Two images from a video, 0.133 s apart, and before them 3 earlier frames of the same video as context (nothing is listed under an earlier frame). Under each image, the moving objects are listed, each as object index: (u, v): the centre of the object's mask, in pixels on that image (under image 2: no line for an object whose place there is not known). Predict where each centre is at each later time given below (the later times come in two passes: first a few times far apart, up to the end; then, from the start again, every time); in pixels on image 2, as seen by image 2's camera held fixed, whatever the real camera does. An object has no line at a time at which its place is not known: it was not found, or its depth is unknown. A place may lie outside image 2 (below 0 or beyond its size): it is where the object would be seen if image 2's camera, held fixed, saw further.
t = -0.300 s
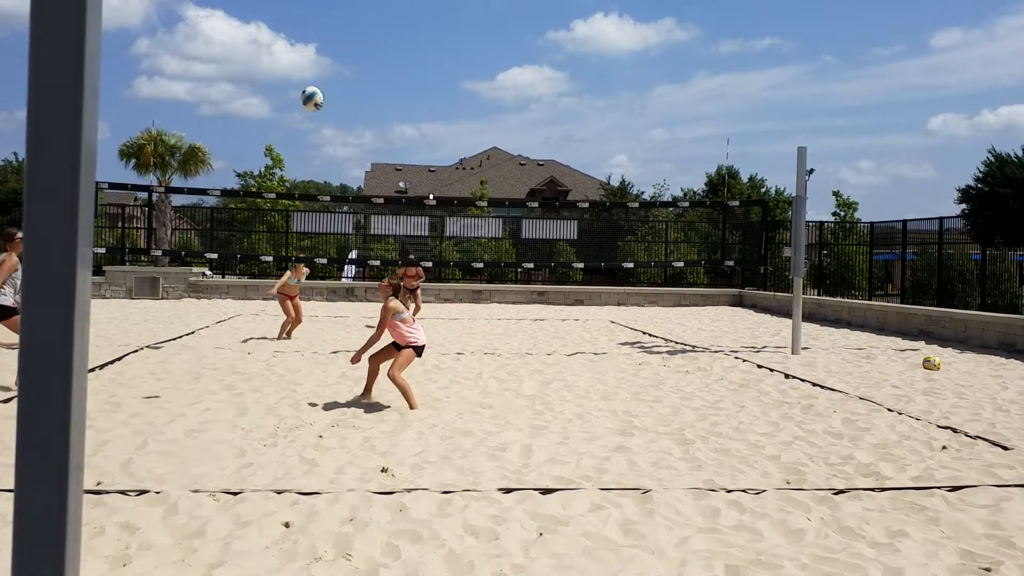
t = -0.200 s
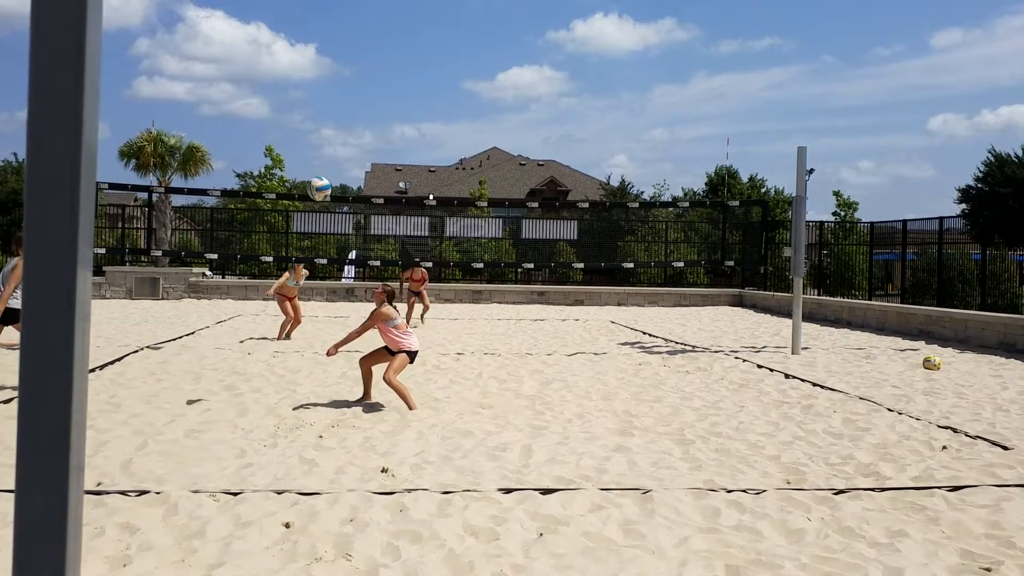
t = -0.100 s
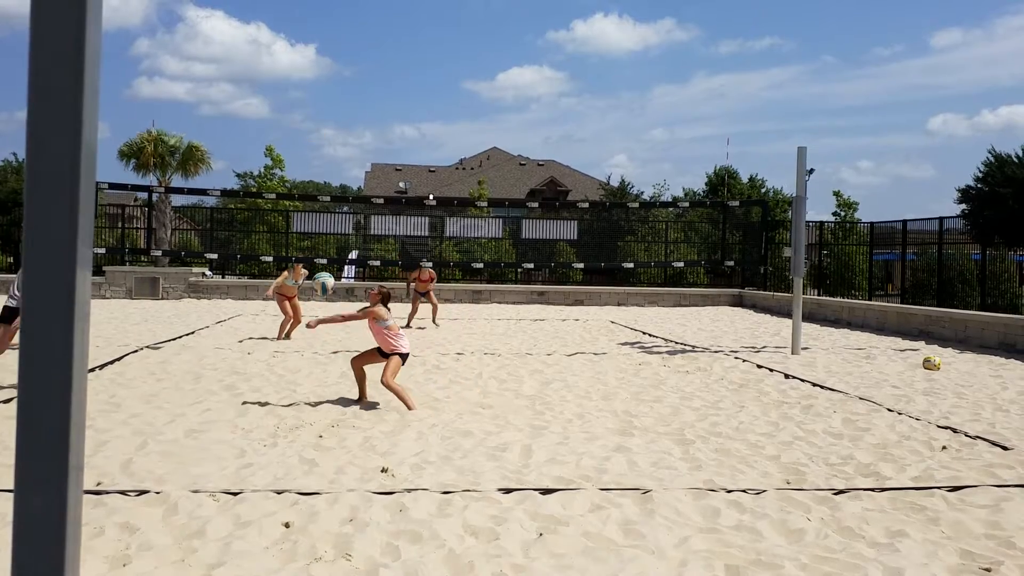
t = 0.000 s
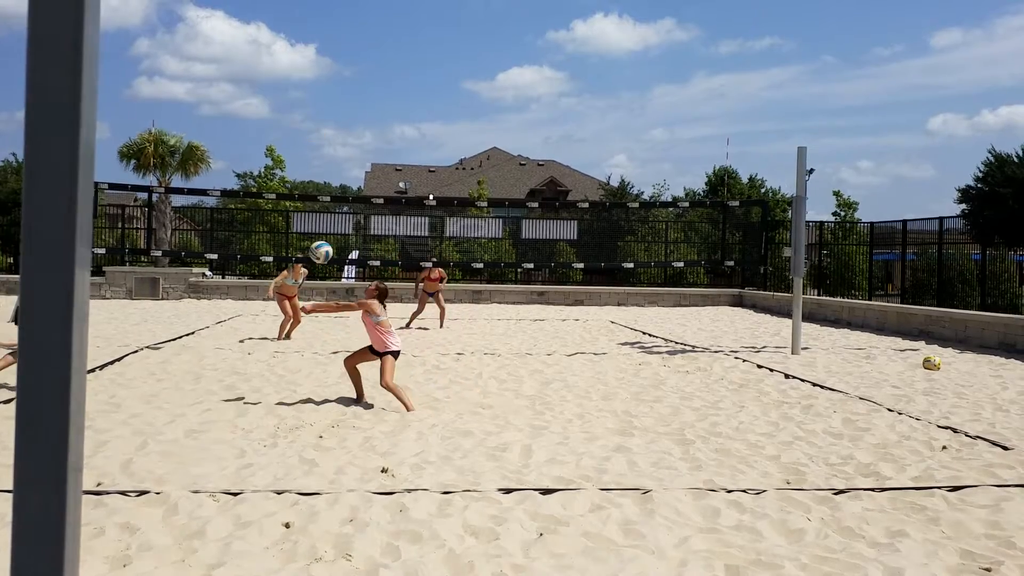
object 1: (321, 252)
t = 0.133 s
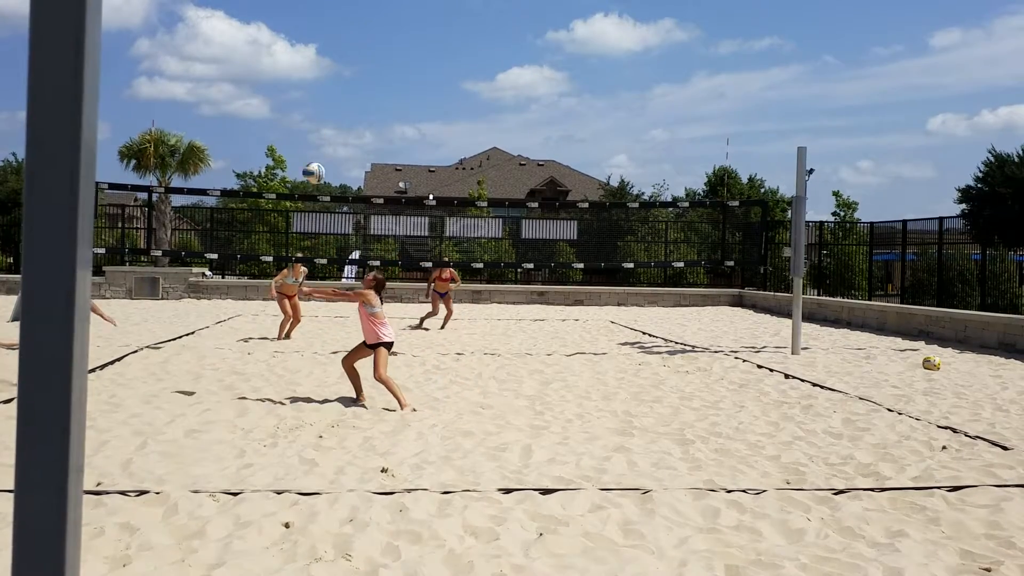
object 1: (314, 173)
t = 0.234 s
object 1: (308, 126)
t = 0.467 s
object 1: (296, 55)
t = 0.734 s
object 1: (283, 40)
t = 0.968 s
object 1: (273, 78)
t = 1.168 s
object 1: (265, 146)
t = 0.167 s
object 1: (312, 156)
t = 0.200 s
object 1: (310, 140)
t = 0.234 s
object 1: (308, 126)
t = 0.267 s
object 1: (306, 113)
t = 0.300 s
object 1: (305, 100)
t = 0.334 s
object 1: (303, 89)
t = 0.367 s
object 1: (301, 79)
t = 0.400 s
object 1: (300, 70)
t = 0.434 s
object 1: (298, 62)
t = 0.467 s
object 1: (296, 55)
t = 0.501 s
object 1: (294, 50)
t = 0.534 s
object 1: (293, 45)
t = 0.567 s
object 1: (291, 42)
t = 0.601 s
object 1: (290, 39)
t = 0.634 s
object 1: (288, 38)
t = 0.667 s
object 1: (286, 38)
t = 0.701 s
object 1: (285, 39)
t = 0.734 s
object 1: (283, 40)
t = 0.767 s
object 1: (282, 42)
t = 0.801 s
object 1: (280, 46)
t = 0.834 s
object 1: (278, 51)
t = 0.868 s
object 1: (277, 56)
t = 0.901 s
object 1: (276, 63)
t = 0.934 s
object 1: (274, 70)
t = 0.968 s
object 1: (273, 78)
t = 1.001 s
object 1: (272, 87)
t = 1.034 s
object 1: (271, 97)
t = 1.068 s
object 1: (269, 108)
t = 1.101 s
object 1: (268, 120)
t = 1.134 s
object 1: (266, 132)
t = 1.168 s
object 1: (265, 146)
